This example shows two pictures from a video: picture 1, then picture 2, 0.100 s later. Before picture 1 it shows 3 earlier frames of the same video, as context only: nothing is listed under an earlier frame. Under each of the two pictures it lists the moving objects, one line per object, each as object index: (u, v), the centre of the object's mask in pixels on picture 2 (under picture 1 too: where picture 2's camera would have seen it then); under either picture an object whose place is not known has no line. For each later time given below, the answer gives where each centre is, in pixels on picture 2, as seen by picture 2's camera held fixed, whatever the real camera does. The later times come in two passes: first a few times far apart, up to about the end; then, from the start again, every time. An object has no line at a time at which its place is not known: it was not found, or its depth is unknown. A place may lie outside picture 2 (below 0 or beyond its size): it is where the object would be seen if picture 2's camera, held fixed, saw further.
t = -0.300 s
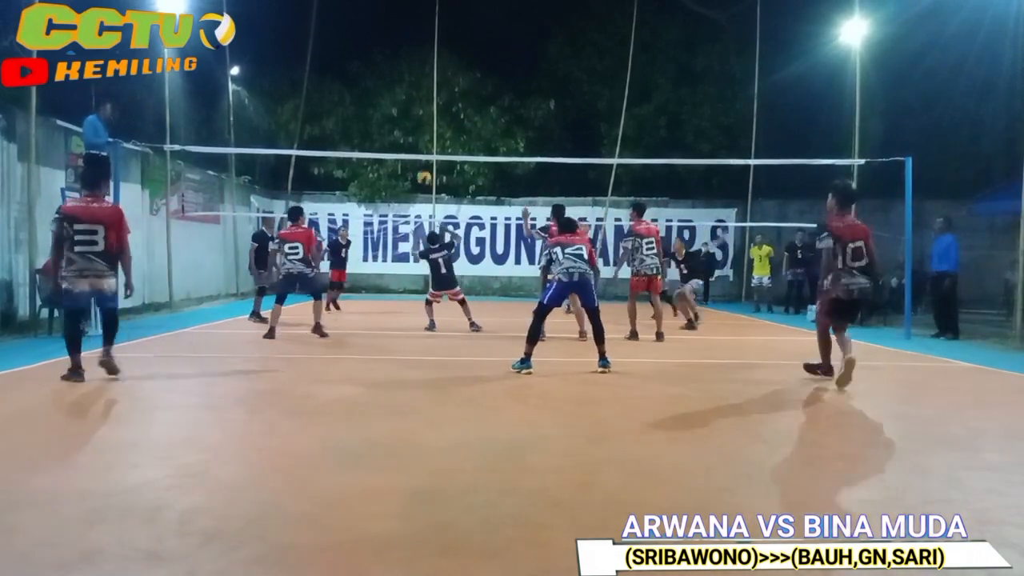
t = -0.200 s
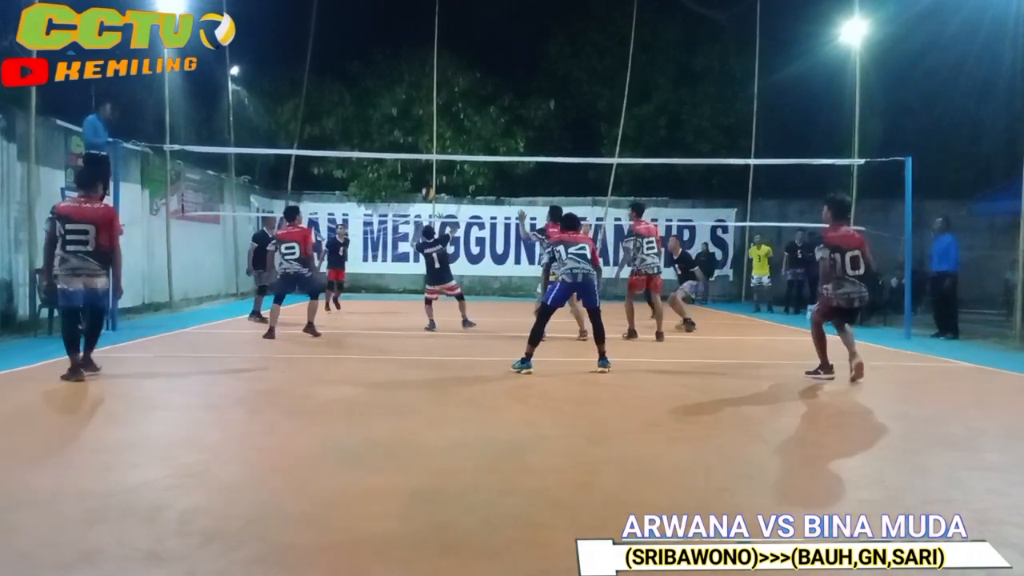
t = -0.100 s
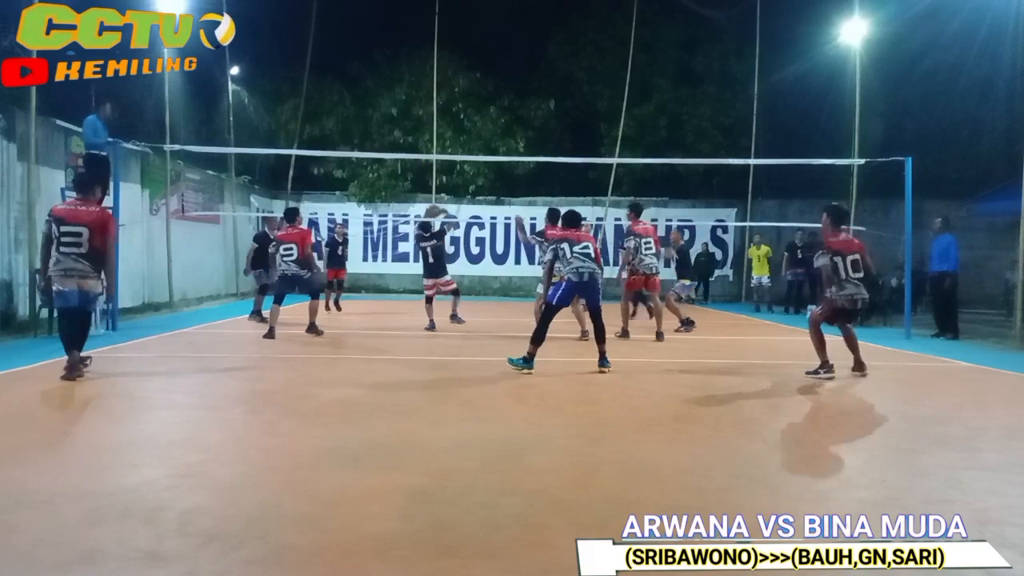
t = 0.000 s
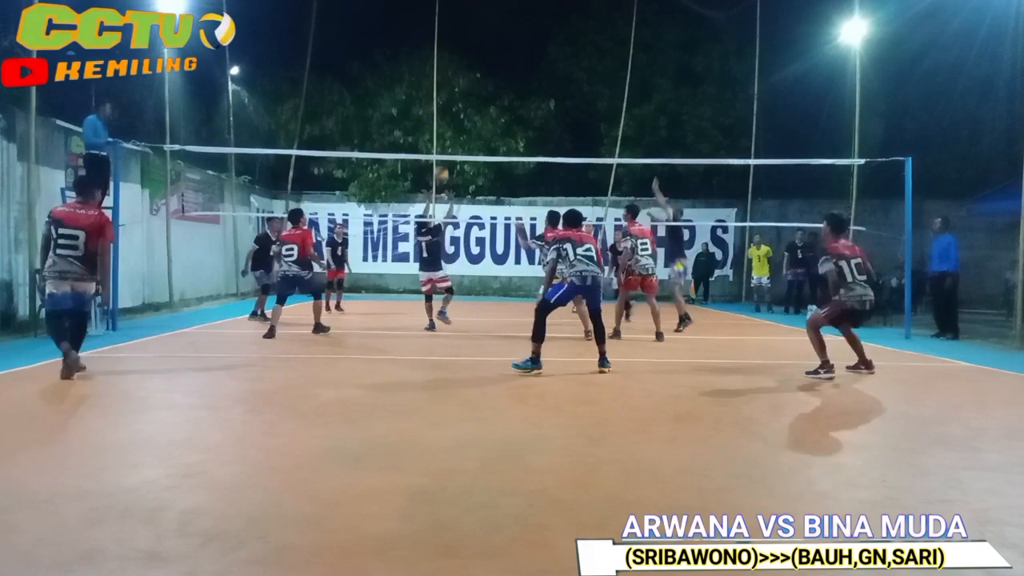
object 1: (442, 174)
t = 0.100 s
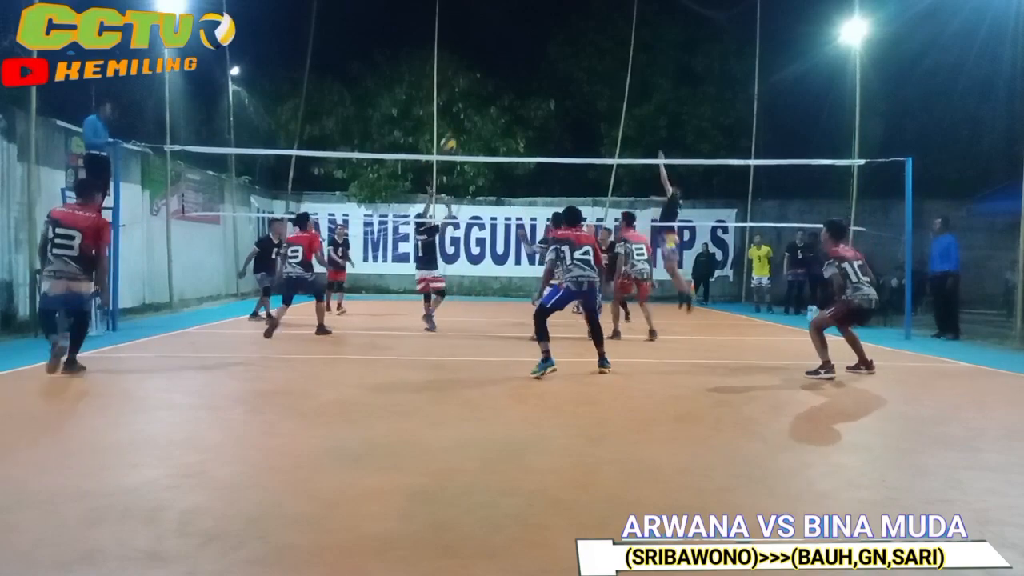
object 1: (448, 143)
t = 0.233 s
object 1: (458, 114)
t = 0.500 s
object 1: (476, 92)
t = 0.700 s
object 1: (489, 108)
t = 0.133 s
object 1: (451, 136)
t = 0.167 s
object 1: (453, 128)
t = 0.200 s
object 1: (455, 120)
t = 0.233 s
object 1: (458, 114)
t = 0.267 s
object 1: (460, 109)
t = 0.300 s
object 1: (462, 105)
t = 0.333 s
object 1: (464, 100)
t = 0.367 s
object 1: (466, 97)
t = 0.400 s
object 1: (469, 94)
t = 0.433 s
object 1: (471, 93)
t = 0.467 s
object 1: (474, 92)
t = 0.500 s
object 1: (476, 92)
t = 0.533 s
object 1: (478, 93)
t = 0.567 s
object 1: (480, 94)
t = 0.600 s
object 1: (482, 97)
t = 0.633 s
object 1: (485, 100)
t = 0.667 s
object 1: (487, 104)
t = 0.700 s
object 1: (489, 108)
